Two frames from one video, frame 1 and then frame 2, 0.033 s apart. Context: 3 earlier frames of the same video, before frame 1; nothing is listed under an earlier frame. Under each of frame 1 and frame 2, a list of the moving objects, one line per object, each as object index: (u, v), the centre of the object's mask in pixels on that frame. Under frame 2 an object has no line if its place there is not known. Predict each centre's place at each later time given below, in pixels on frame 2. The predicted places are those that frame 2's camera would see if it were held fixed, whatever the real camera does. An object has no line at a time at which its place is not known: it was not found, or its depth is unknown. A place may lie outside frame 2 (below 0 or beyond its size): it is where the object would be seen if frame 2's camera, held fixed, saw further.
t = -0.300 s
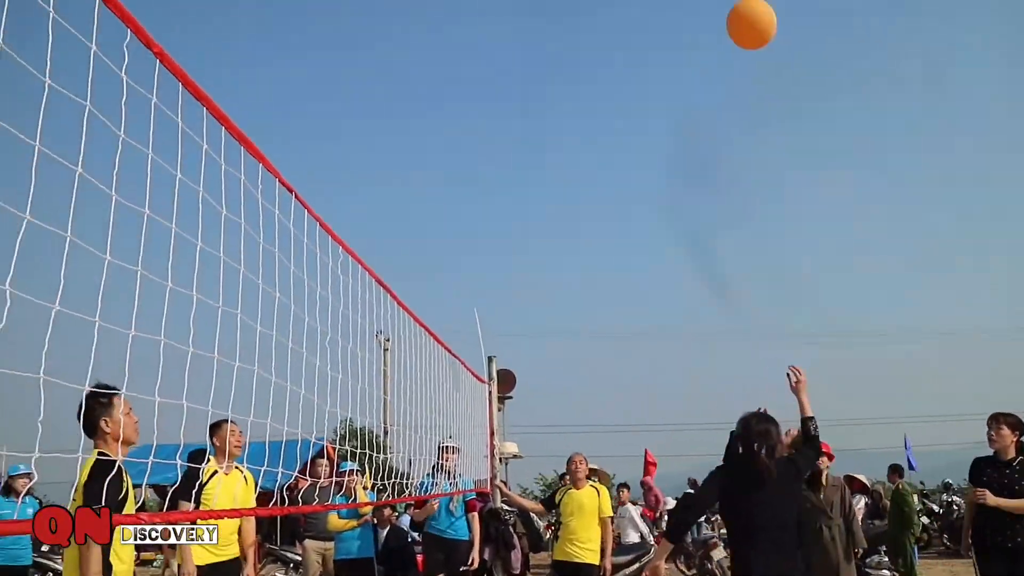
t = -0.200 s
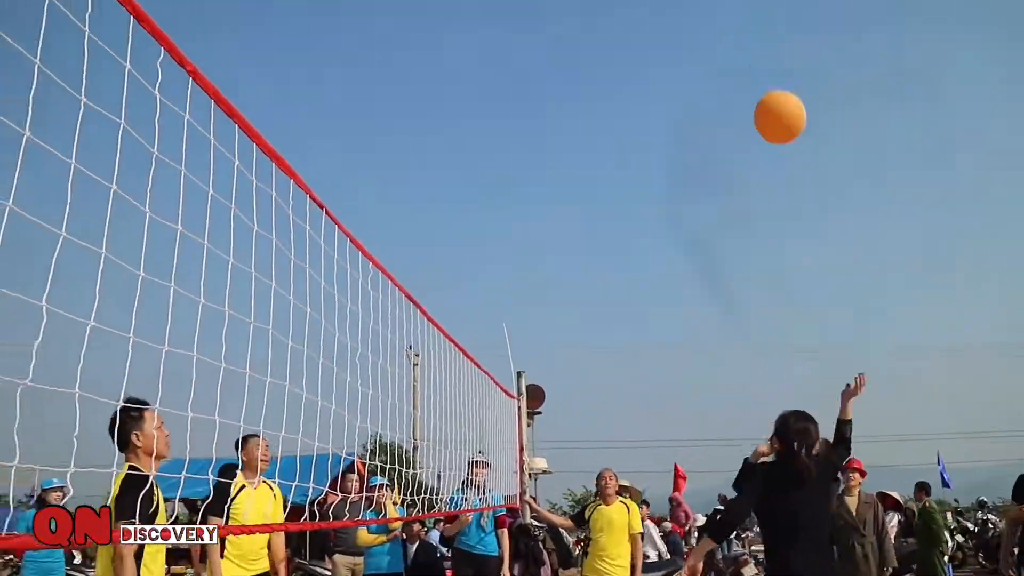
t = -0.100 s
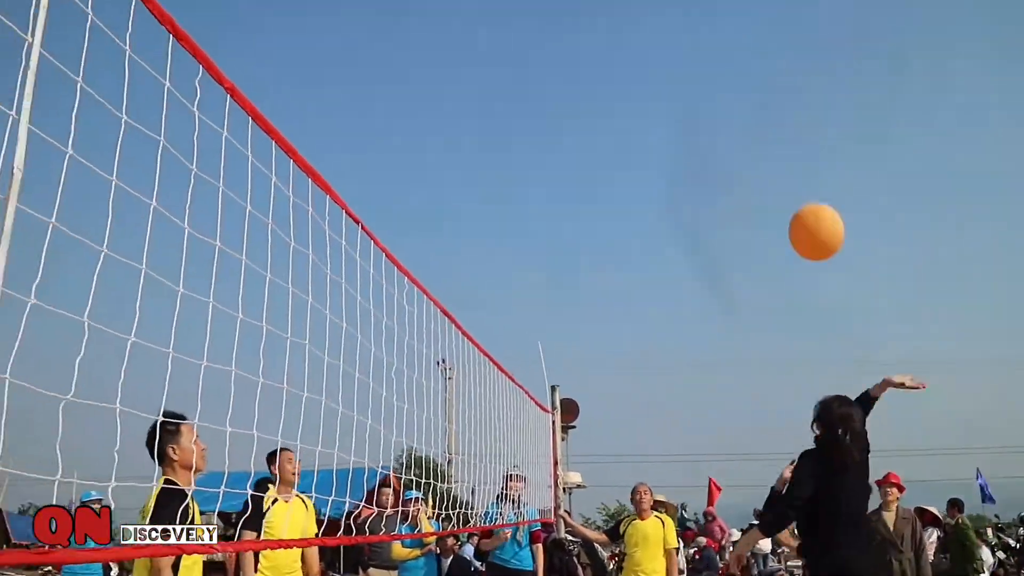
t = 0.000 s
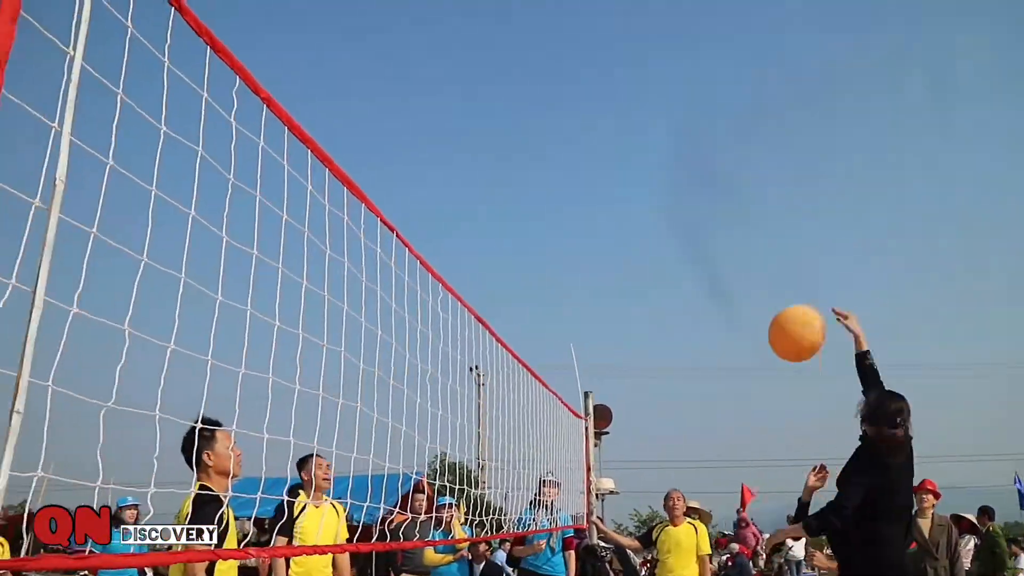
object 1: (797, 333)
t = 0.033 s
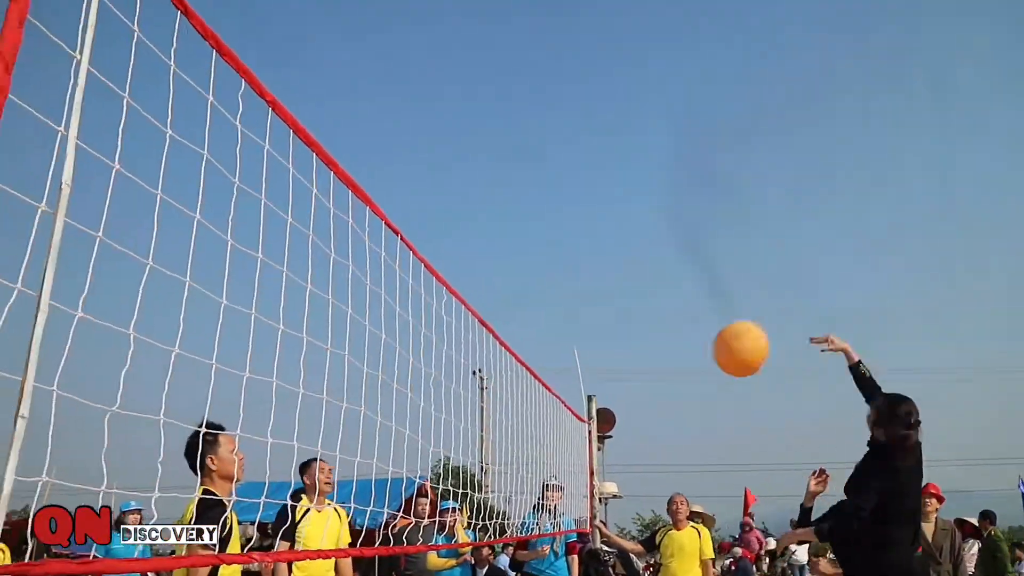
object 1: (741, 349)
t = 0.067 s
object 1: (682, 362)
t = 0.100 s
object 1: (627, 375)
